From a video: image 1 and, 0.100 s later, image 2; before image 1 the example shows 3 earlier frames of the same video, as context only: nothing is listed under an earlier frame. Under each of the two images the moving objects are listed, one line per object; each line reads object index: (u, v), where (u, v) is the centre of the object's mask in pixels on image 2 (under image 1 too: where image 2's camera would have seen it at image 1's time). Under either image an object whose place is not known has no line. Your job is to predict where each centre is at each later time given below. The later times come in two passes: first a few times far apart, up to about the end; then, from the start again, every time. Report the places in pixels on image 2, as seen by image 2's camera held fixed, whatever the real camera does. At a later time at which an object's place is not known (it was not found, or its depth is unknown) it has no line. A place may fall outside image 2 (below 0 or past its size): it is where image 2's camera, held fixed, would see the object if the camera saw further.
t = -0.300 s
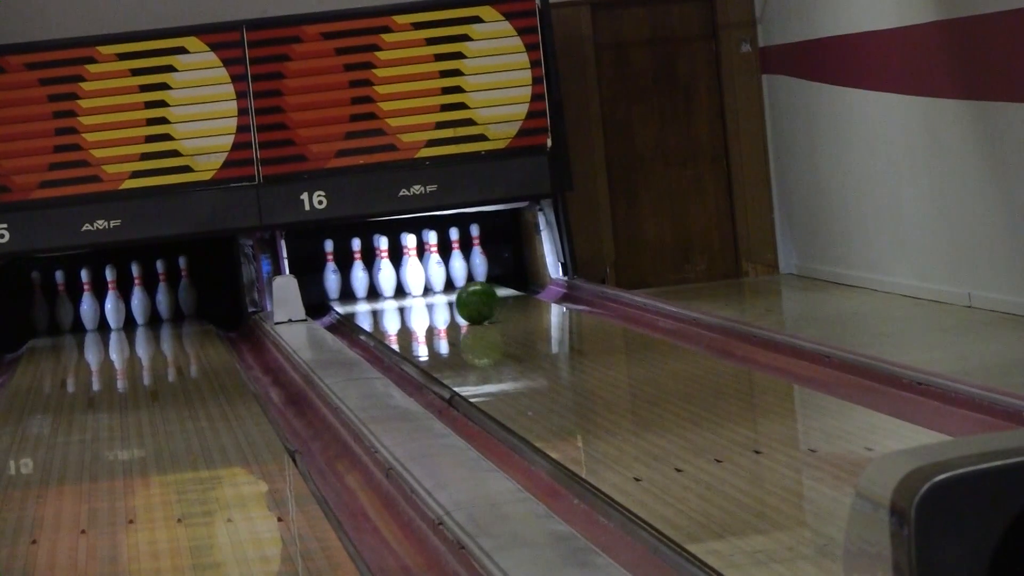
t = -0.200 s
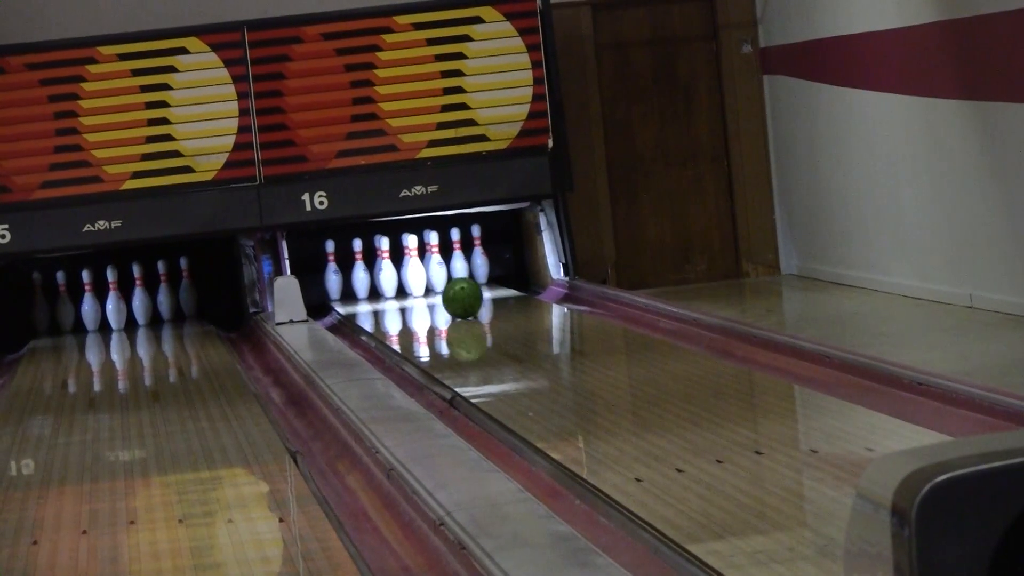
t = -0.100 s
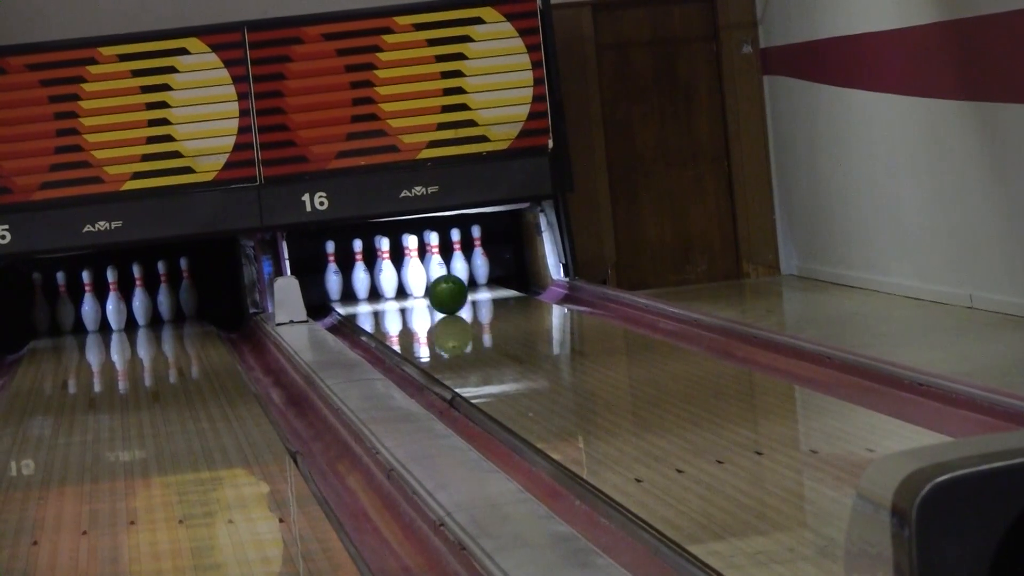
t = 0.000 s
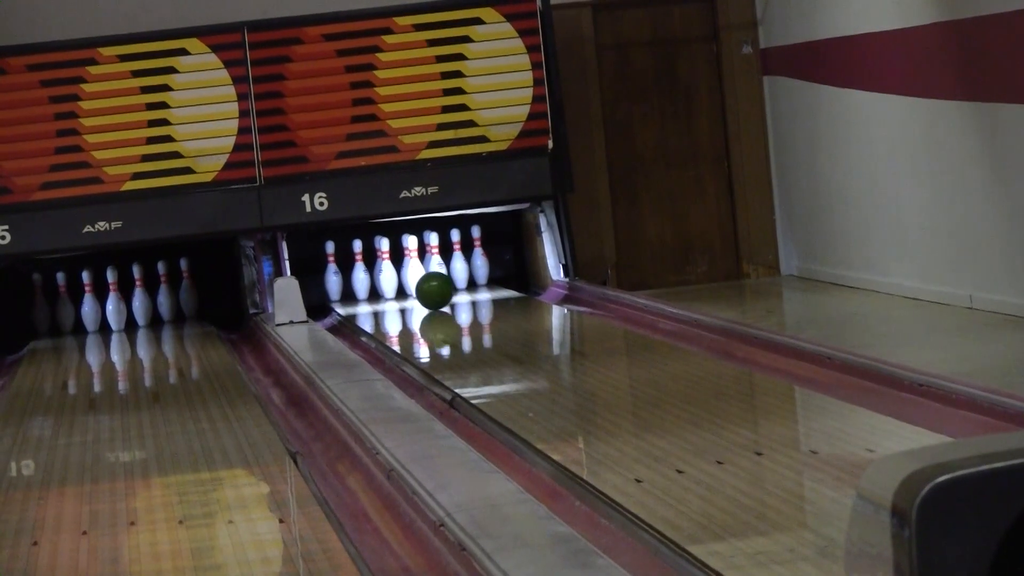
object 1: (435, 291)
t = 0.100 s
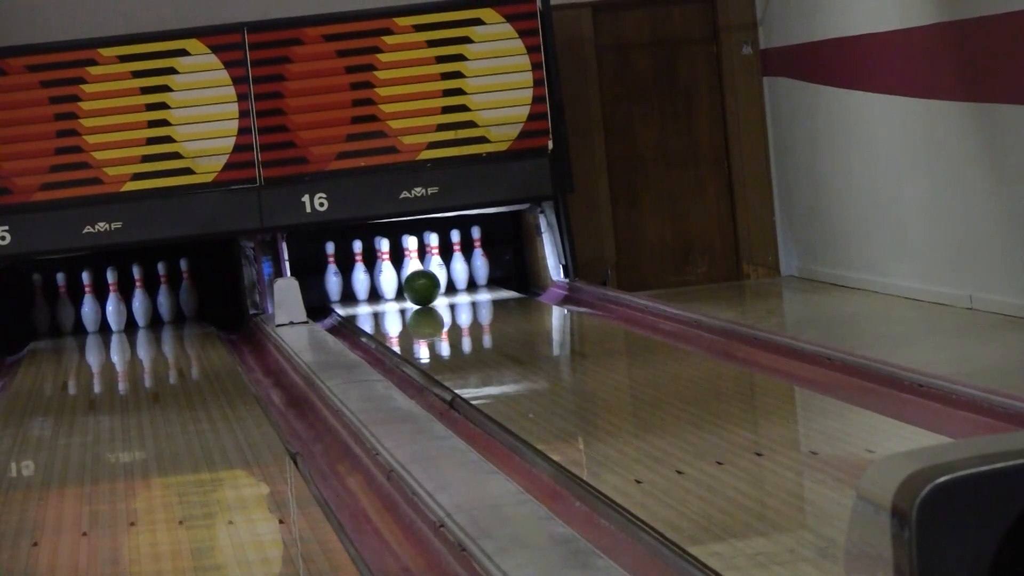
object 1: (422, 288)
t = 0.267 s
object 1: (398, 283)
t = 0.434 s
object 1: (368, 282)
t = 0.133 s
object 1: (418, 288)
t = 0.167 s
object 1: (414, 285)
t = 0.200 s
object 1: (410, 283)
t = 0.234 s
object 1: (406, 282)
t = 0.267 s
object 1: (398, 283)
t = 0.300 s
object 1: (394, 282)
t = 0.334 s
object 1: (388, 282)
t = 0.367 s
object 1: (379, 283)
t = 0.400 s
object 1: (375, 282)
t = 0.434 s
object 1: (368, 282)
